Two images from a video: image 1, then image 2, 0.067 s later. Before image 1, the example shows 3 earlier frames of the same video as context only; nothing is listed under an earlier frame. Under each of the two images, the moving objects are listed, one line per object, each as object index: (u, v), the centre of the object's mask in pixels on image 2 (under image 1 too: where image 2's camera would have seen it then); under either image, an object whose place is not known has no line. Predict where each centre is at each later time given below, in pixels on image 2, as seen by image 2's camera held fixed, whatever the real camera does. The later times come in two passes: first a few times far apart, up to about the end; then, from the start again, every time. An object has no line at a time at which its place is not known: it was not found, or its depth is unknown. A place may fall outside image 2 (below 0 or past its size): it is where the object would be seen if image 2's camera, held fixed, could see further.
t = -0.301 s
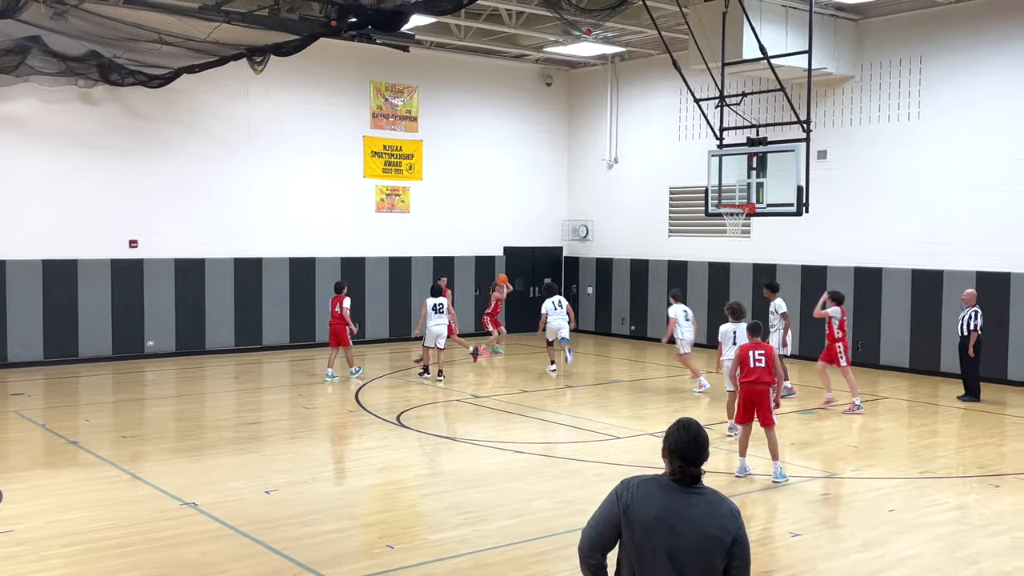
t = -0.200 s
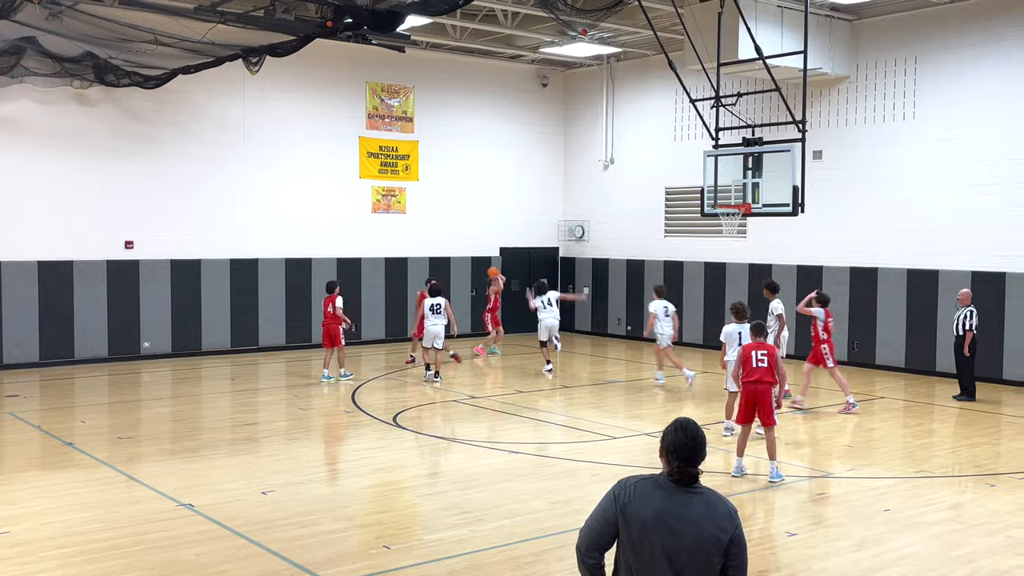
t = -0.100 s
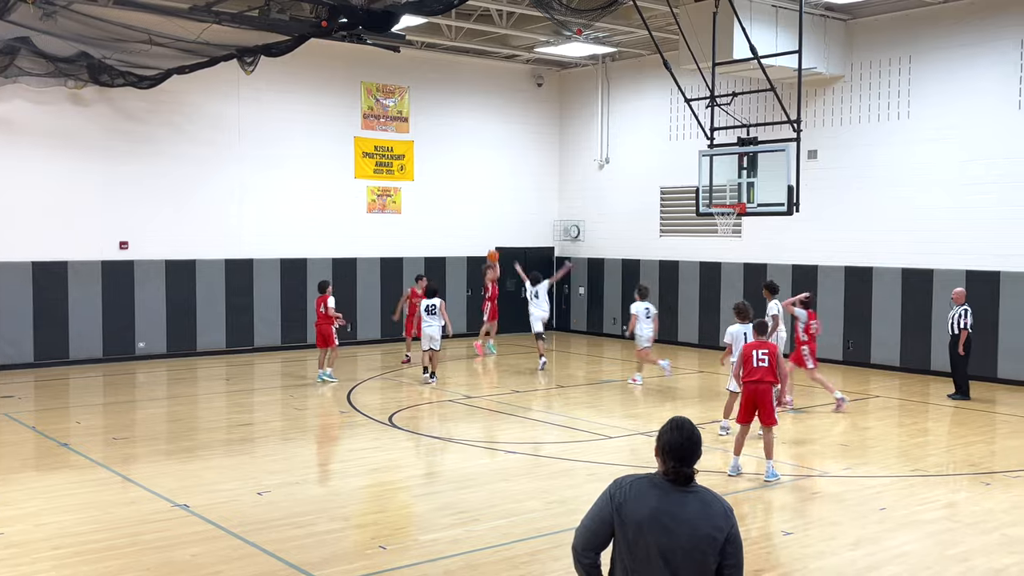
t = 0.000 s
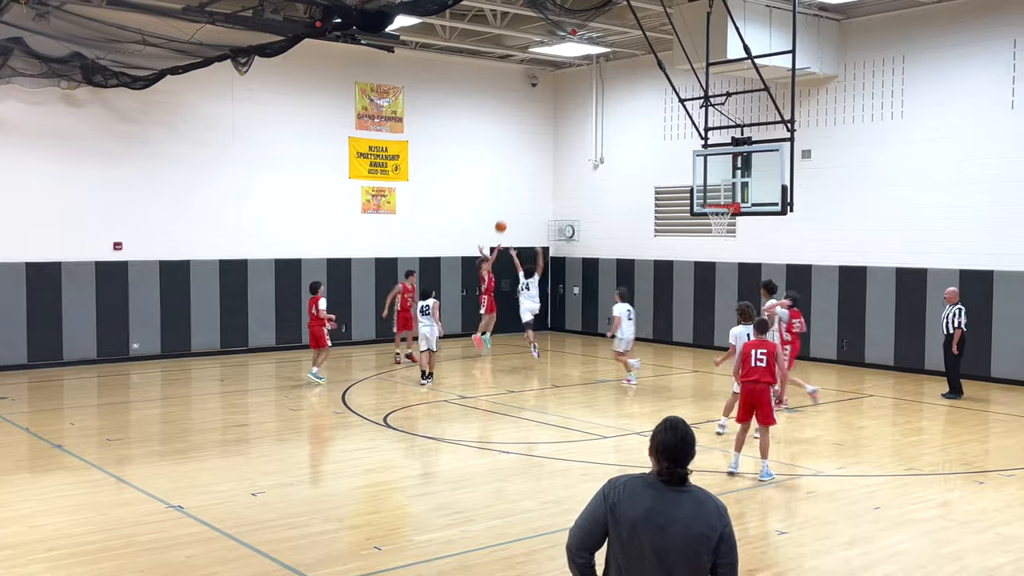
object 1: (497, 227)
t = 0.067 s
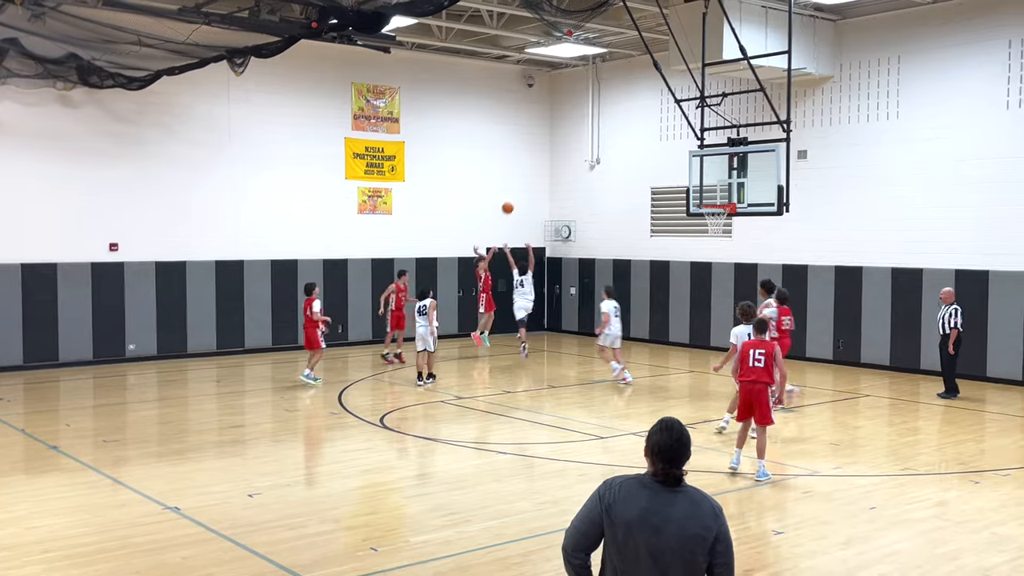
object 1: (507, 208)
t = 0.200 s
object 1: (529, 175)
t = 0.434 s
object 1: (570, 136)
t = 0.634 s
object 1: (607, 123)
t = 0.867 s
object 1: (652, 136)
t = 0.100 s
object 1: (513, 199)
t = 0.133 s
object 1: (518, 190)
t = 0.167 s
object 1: (524, 183)
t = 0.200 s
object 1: (529, 175)
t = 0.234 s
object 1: (535, 168)
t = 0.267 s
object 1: (540, 161)
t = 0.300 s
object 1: (546, 155)
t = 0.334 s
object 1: (552, 150)
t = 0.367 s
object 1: (558, 144)
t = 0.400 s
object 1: (564, 140)
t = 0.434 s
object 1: (570, 136)
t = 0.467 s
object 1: (576, 132)
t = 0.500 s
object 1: (581, 130)
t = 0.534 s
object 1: (588, 127)
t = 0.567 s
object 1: (594, 125)
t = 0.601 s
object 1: (600, 124)
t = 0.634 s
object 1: (607, 123)
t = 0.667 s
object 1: (613, 123)
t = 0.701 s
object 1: (619, 123)
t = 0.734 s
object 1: (625, 125)
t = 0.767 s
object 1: (632, 127)
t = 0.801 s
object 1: (638, 129)
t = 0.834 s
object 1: (645, 132)
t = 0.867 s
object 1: (652, 136)
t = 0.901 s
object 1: (659, 141)
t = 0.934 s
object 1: (666, 146)
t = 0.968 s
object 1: (672, 151)
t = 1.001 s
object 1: (681, 158)
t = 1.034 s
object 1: (688, 165)
